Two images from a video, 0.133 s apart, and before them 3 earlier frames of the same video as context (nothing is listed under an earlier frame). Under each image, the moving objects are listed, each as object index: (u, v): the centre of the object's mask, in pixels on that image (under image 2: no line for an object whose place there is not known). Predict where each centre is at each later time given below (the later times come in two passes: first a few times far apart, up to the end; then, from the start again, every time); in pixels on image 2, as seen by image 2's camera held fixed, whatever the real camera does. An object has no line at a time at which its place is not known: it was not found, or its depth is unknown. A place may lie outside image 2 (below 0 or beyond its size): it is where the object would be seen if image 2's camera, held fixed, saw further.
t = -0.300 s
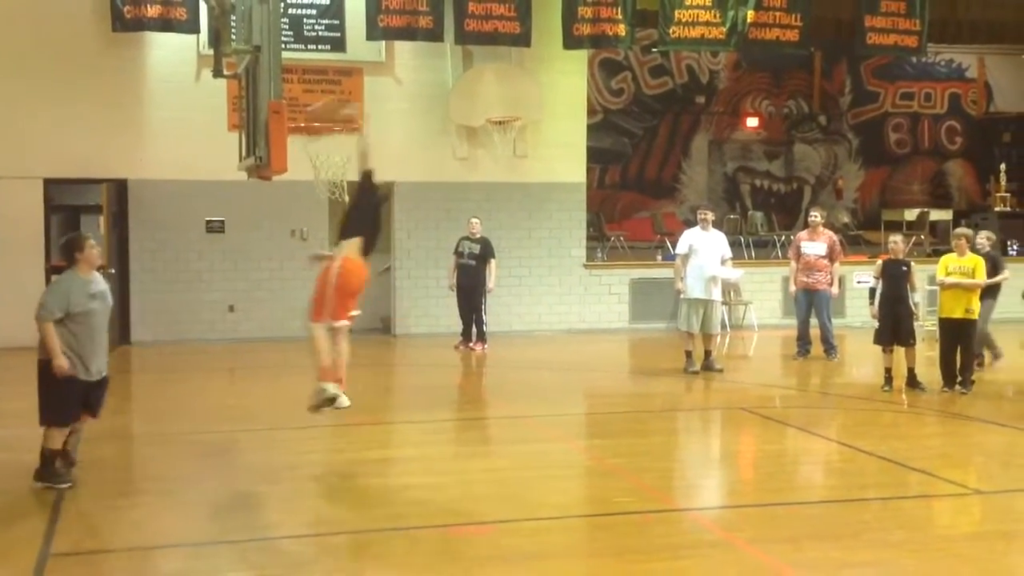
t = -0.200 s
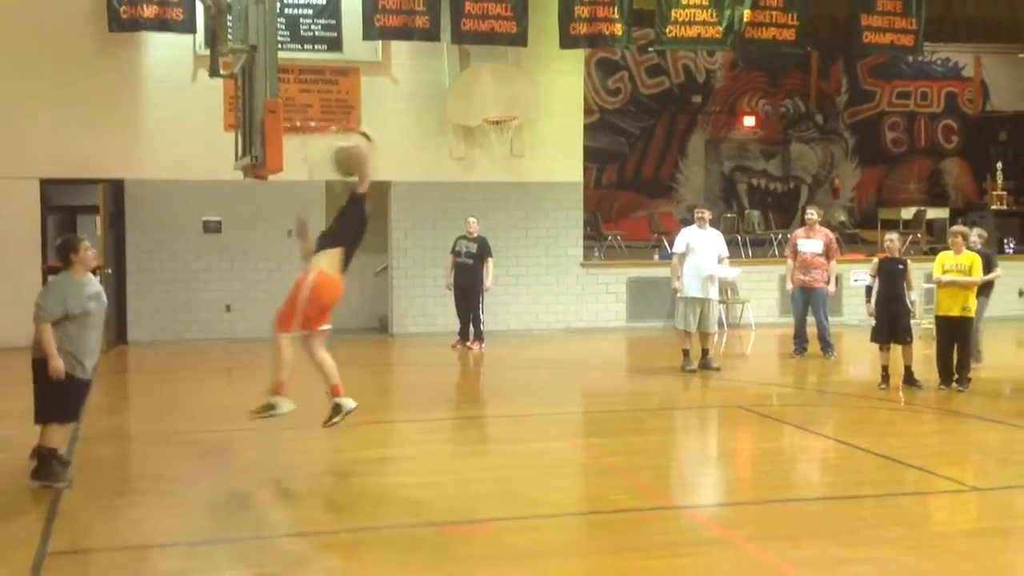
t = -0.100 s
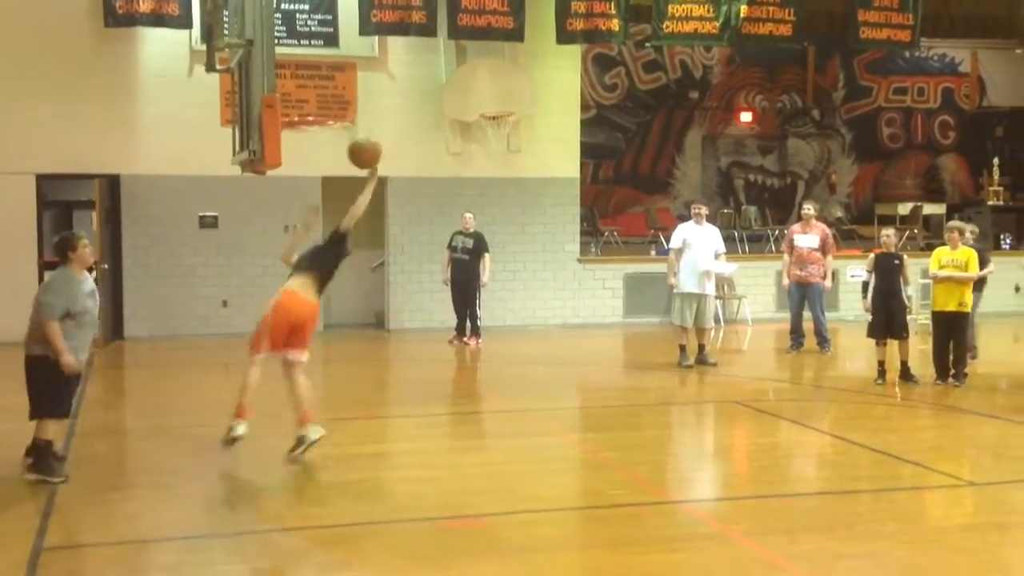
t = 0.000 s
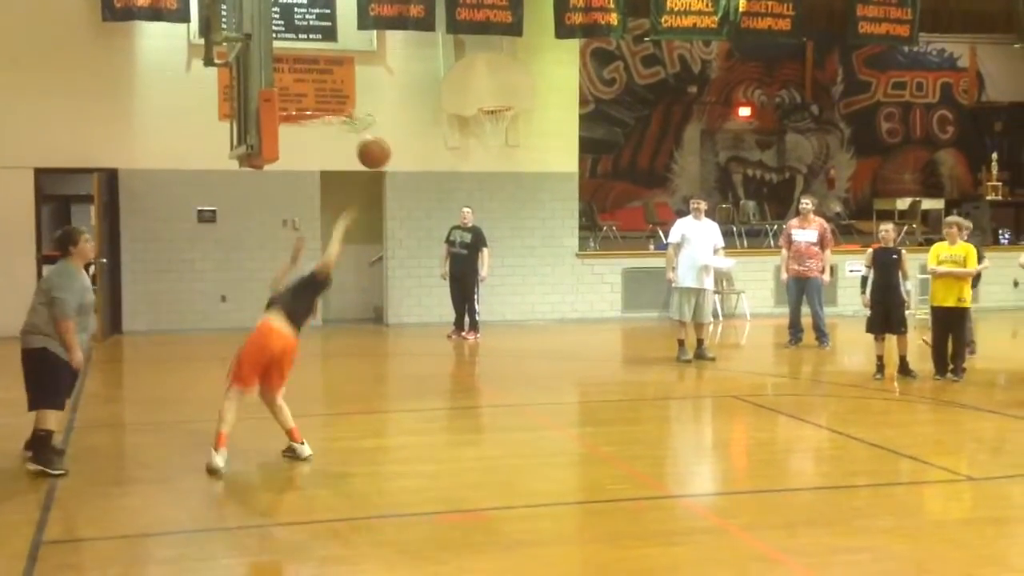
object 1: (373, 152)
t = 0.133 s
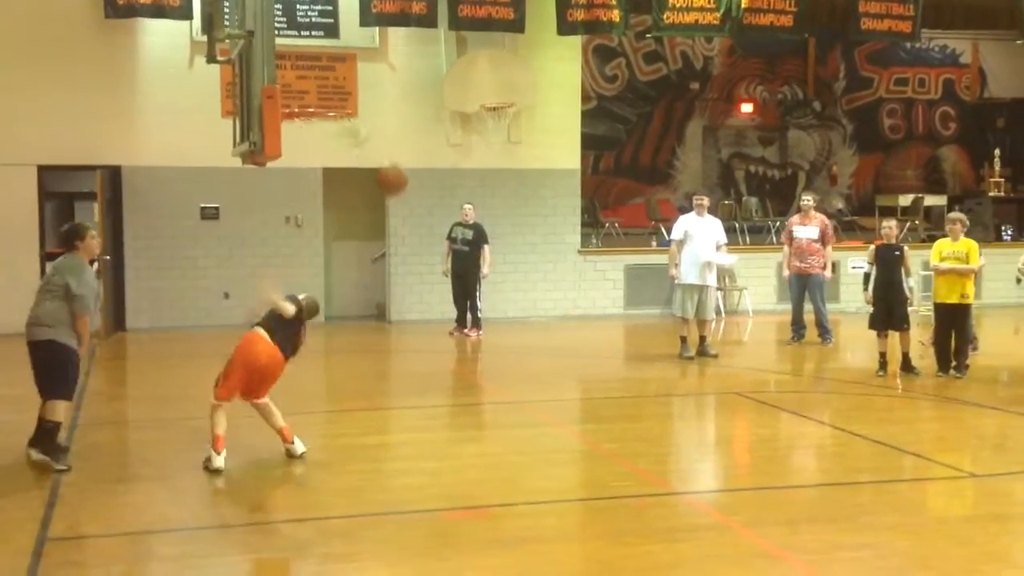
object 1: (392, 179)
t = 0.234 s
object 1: (401, 218)
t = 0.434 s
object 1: (425, 337)
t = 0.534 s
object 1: (435, 415)
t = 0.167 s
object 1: (395, 190)
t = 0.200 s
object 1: (398, 204)
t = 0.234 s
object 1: (401, 218)
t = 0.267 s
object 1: (405, 232)
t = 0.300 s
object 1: (409, 250)
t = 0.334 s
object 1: (413, 273)
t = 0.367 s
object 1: (416, 291)
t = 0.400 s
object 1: (421, 312)
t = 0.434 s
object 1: (425, 337)
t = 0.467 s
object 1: (427, 362)
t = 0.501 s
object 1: (431, 387)
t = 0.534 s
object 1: (435, 415)
